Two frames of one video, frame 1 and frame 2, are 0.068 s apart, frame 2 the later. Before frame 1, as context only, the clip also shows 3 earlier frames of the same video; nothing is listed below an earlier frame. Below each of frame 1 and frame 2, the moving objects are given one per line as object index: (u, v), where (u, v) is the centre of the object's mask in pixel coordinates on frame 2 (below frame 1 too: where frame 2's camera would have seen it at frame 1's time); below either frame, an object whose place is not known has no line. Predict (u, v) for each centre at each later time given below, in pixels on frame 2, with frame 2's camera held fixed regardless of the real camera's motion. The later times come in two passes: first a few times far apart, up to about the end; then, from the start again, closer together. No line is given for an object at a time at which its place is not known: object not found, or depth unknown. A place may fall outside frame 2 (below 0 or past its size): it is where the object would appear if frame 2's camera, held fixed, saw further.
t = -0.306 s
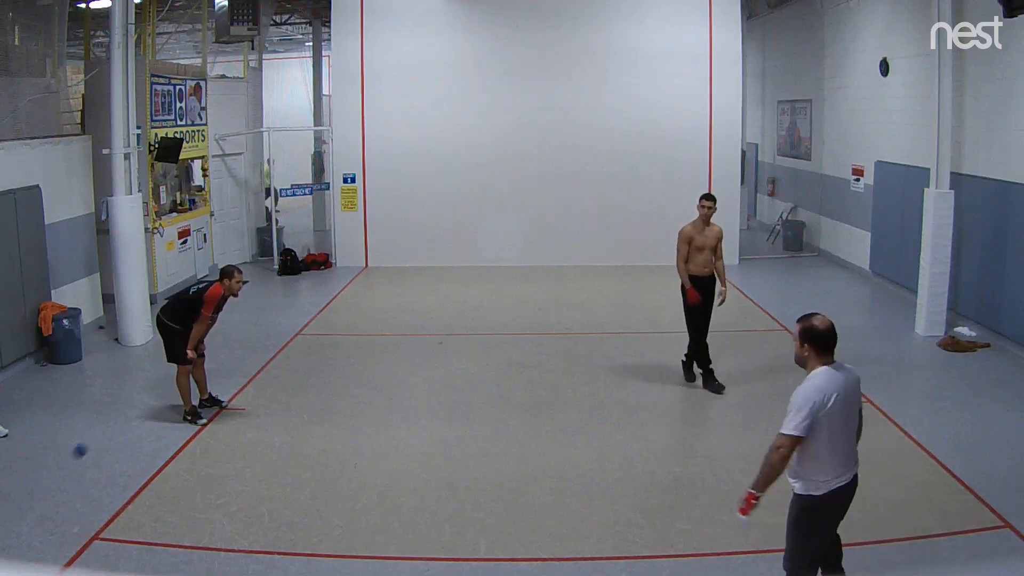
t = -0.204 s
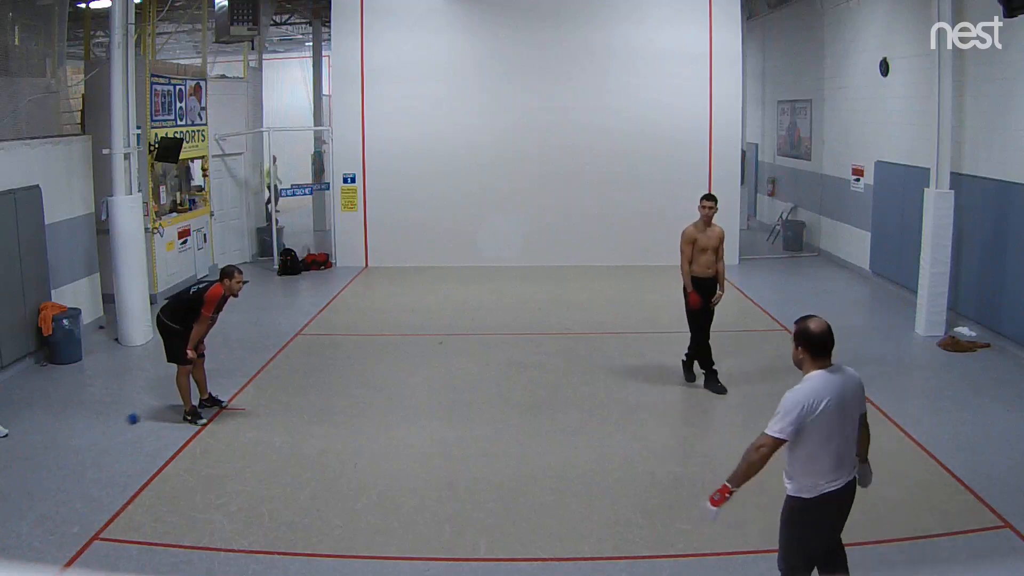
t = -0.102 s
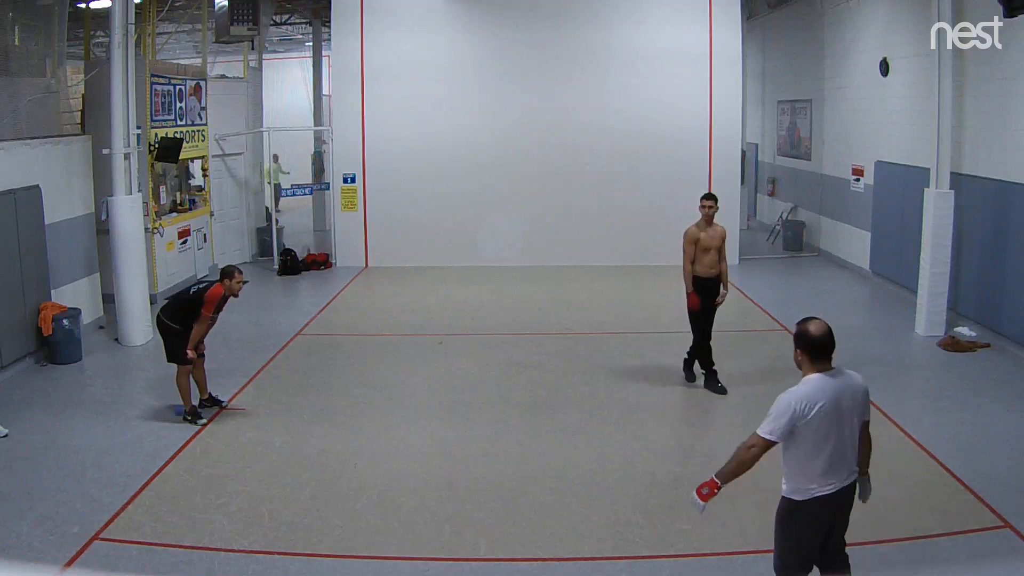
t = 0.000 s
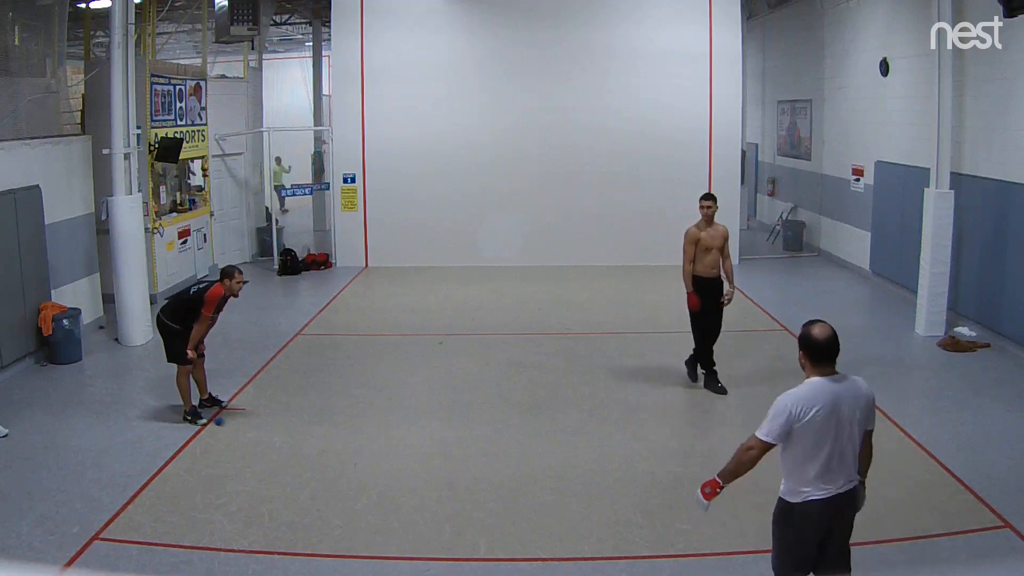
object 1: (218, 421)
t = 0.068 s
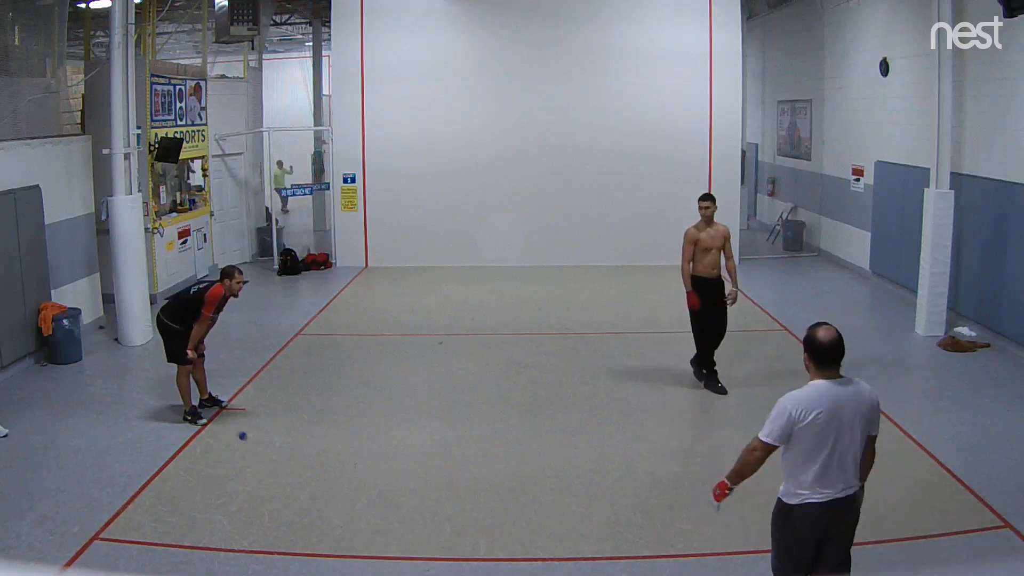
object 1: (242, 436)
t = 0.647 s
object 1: (339, 316)
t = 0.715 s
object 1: (346, 308)
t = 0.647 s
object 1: (339, 316)
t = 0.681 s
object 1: (342, 311)
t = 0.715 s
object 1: (346, 308)
